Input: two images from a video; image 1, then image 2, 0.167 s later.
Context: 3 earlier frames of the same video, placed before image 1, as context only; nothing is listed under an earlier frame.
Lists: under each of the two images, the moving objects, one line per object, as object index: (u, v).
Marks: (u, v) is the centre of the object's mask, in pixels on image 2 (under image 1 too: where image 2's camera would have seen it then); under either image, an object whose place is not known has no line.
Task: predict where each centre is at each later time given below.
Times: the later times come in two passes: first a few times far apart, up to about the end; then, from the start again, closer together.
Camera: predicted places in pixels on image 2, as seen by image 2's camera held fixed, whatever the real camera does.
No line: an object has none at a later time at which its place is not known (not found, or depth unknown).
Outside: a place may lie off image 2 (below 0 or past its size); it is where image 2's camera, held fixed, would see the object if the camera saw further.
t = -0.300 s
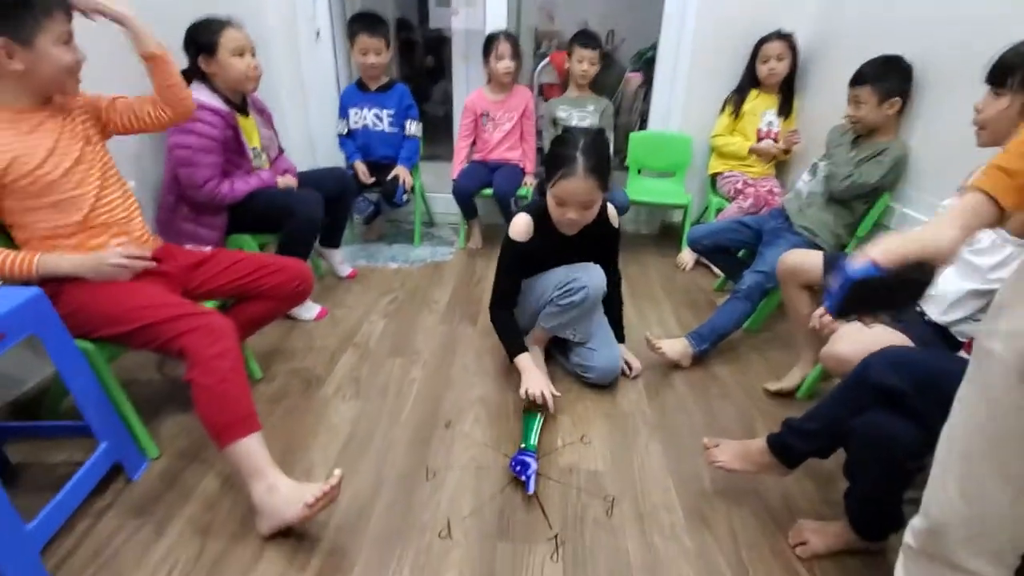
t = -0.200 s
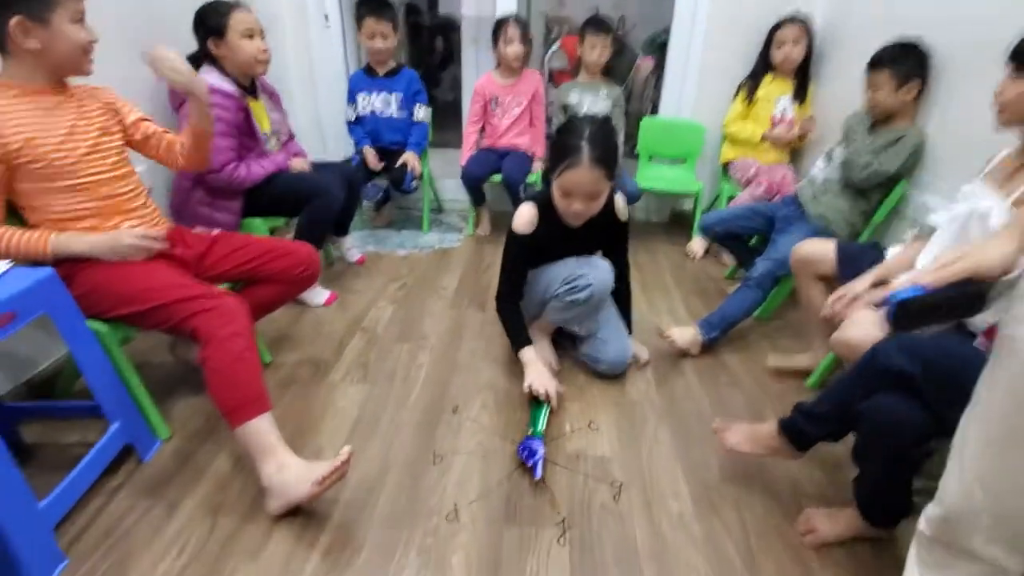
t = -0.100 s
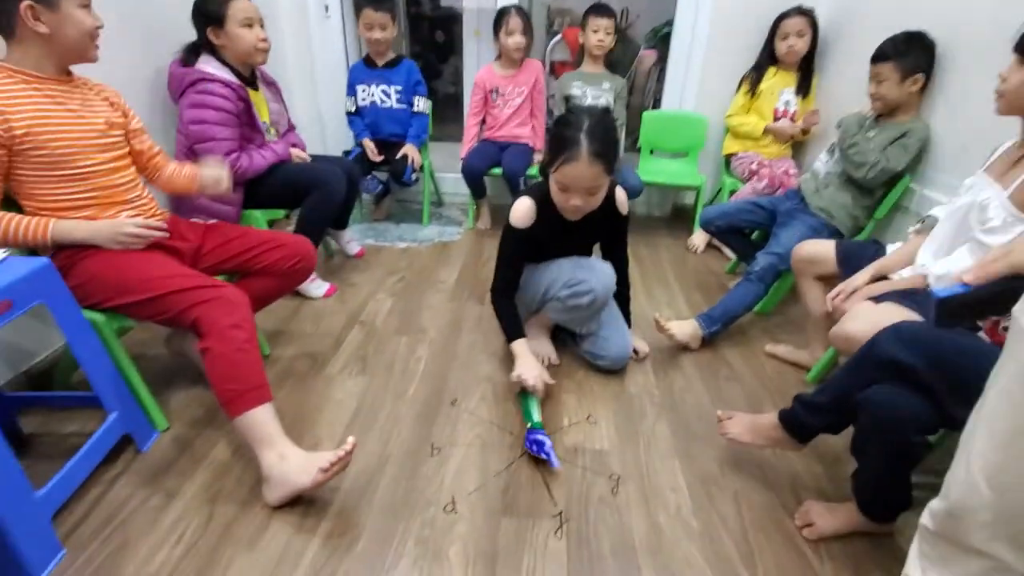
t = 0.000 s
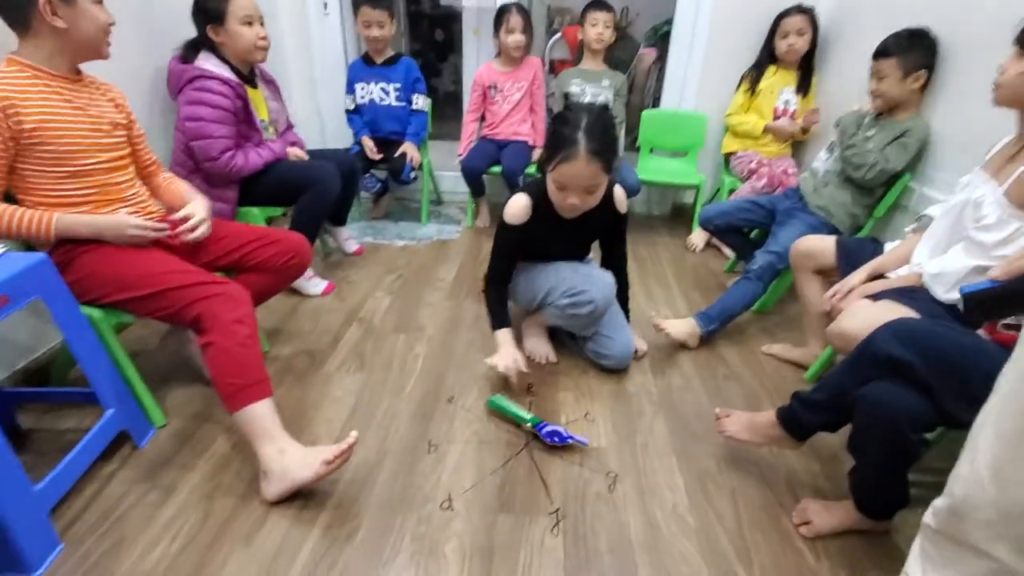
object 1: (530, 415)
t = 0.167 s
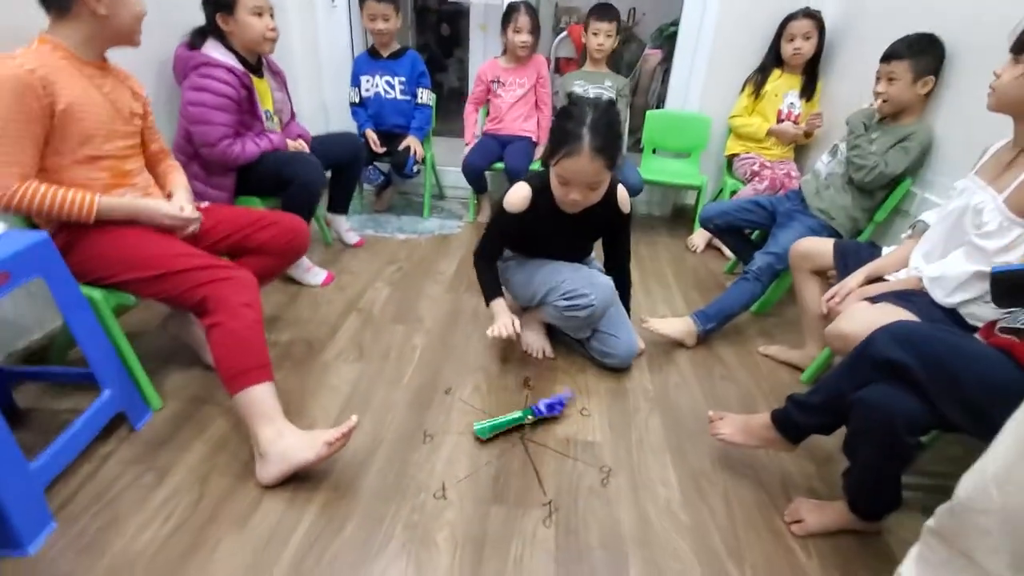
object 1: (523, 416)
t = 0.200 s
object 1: (522, 417)
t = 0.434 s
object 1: (528, 418)
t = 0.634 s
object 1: (525, 416)
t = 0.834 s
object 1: (524, 420)
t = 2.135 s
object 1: (524, 415)
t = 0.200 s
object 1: (522, 417)
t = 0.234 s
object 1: (522, 418)
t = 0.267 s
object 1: (523, 419)
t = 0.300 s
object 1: (525, 419)
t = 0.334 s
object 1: (525, 419)
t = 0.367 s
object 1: (526, 419)
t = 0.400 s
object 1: (527, 417)
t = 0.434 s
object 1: (528, 418)
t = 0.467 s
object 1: (528, 418)
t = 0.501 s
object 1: (529, 418)
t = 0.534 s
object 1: (526, 416)
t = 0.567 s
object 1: (527, 416)
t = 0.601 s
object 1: (525, 416)
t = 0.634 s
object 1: (525, 416)
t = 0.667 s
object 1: (524, 416)
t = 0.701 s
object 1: (523, 417)
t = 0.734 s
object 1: (524, 417)
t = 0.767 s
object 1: (523, 418)
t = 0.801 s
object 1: (523, 419)
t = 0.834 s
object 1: (524, 420)
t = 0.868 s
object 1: (525, 420)
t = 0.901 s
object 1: (526, 420)
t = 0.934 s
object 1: (527, 419)
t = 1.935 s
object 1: (524, 415)
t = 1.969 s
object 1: (524, 415)
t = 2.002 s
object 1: (524, 415)
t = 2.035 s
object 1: (524, 415)
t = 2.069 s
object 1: (525, 415)
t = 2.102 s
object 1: (524, 415)
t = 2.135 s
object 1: (524, 415)
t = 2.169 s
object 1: (524, 415)
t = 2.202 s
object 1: (524, 415)
